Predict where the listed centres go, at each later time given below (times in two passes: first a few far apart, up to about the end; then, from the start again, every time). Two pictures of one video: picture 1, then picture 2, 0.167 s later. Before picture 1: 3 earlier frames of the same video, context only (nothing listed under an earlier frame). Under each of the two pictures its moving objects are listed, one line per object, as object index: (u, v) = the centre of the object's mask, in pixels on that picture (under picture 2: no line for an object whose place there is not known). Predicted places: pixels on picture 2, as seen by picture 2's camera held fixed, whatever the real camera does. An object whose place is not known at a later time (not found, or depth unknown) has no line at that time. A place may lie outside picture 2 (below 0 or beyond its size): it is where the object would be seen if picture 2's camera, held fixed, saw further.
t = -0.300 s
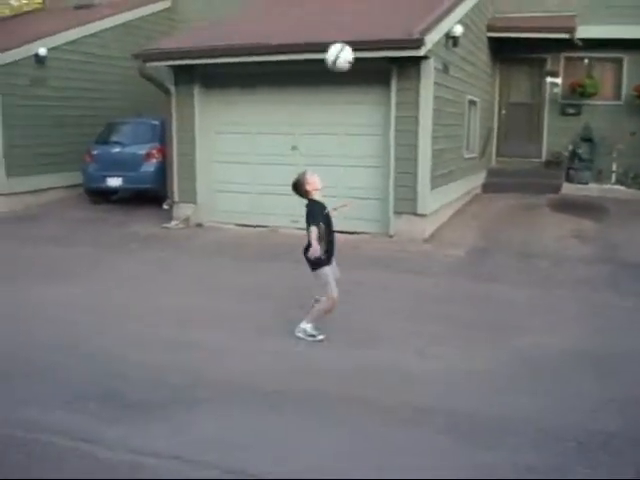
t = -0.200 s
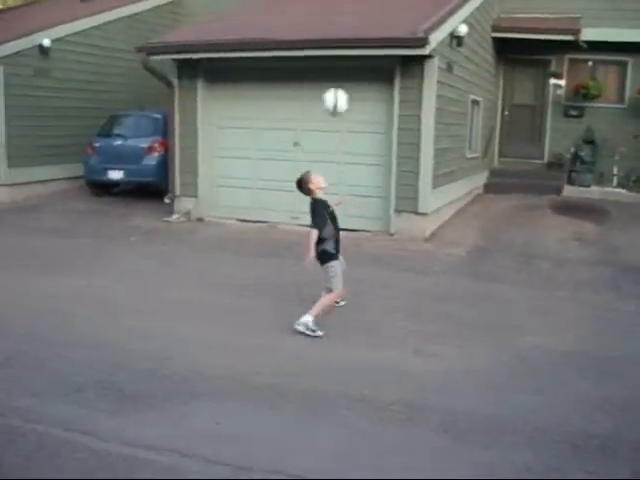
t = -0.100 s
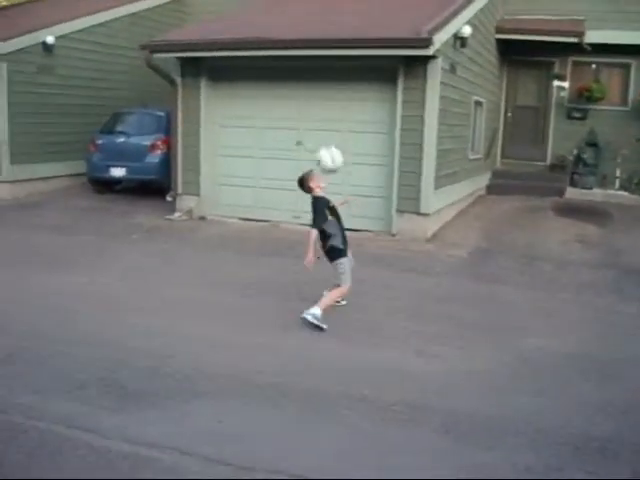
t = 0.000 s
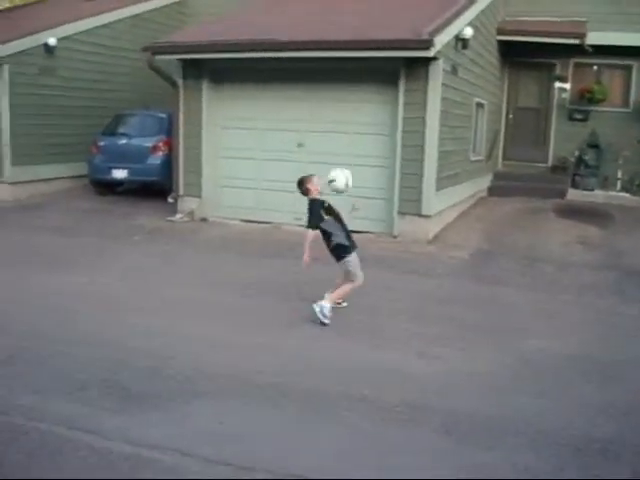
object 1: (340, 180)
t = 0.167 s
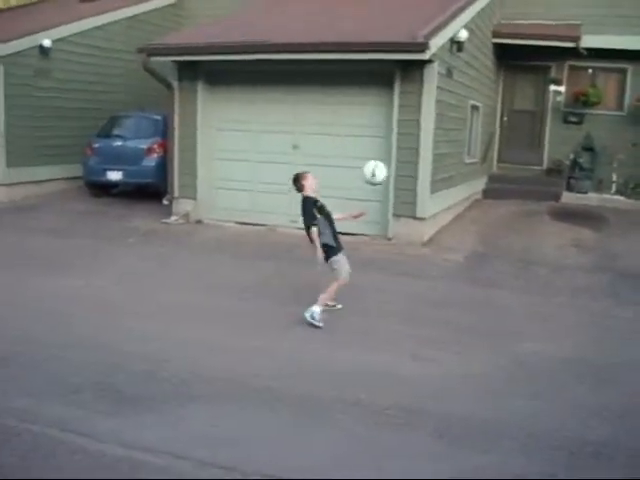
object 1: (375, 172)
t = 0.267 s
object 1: (397, 181)
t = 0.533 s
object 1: (446, 256)
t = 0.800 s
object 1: (494, 240)
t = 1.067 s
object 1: (538, 219)
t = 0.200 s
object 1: (383, 174)
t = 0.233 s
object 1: (390, 178)
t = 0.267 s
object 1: (397, 181)
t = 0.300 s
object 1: (404, 186)
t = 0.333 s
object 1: (411, 194)
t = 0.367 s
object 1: (415, 201)
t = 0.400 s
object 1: (422, 211)
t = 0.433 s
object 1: (429, 221)
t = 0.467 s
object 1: (435, 233)
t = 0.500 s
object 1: (441, 244)
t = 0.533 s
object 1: (446, 256)
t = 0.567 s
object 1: (452, 270)
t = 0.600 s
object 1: (457, 285)
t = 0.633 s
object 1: (463, 292)
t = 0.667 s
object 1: (470, 279)
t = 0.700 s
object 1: (476, 268)
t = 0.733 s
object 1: (481, 258)
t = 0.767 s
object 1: (488, 249)
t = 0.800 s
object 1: (494, 240)
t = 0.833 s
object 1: (499, 234)
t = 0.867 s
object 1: (505, 228)
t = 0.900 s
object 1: (511, 223)
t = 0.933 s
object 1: (516, 220)
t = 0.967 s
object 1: (523, 218)
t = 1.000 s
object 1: (528, 217)
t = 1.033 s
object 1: (534, 217)
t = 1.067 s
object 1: (538, 219)
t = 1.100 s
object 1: (543, 221)
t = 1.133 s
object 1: (548, 224)
